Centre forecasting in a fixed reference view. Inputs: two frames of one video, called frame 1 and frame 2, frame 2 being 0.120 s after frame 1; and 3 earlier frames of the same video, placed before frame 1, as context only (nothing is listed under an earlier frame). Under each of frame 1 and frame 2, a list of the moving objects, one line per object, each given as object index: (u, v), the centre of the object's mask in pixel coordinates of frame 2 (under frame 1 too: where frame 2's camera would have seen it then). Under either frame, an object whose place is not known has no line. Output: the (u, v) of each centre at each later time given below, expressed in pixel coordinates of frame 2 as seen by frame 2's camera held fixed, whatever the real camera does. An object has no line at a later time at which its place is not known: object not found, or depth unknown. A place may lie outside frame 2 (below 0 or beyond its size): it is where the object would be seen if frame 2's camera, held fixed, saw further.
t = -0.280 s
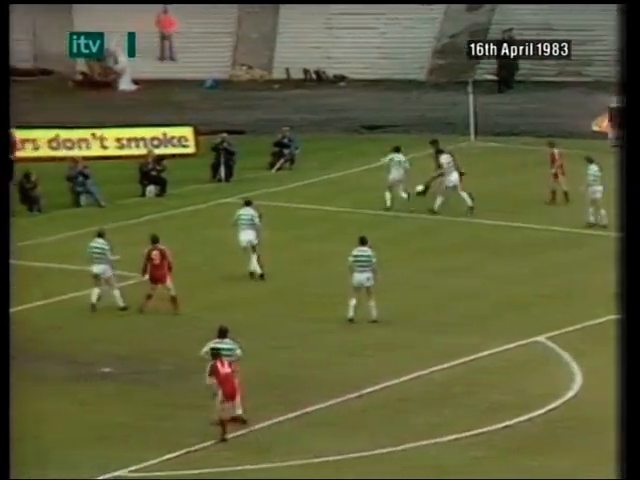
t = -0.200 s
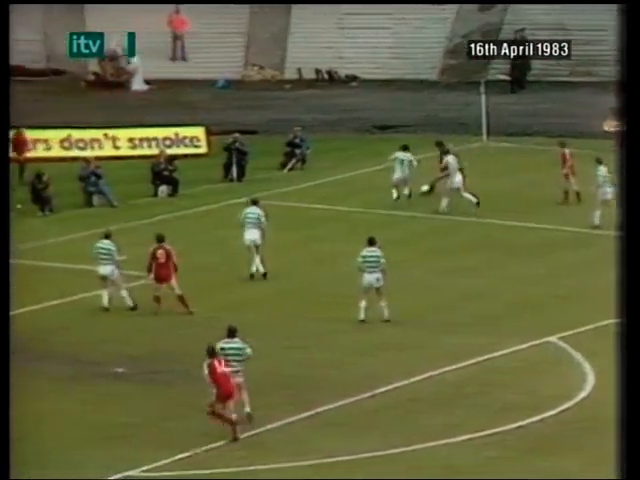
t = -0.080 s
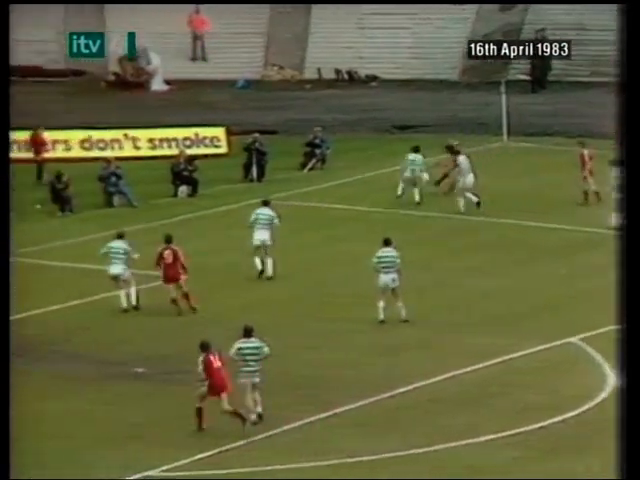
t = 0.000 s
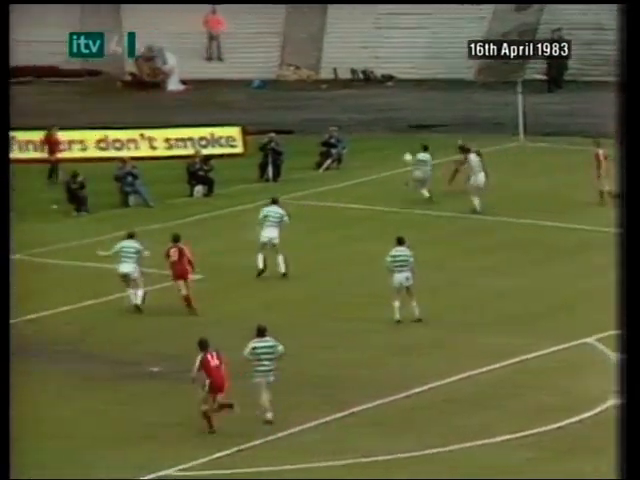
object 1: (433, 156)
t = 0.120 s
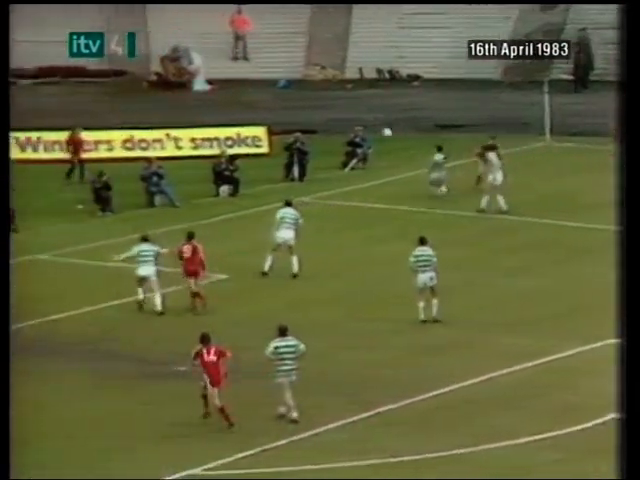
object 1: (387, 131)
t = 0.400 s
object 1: (284, 86)
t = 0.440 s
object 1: (271, 82)
